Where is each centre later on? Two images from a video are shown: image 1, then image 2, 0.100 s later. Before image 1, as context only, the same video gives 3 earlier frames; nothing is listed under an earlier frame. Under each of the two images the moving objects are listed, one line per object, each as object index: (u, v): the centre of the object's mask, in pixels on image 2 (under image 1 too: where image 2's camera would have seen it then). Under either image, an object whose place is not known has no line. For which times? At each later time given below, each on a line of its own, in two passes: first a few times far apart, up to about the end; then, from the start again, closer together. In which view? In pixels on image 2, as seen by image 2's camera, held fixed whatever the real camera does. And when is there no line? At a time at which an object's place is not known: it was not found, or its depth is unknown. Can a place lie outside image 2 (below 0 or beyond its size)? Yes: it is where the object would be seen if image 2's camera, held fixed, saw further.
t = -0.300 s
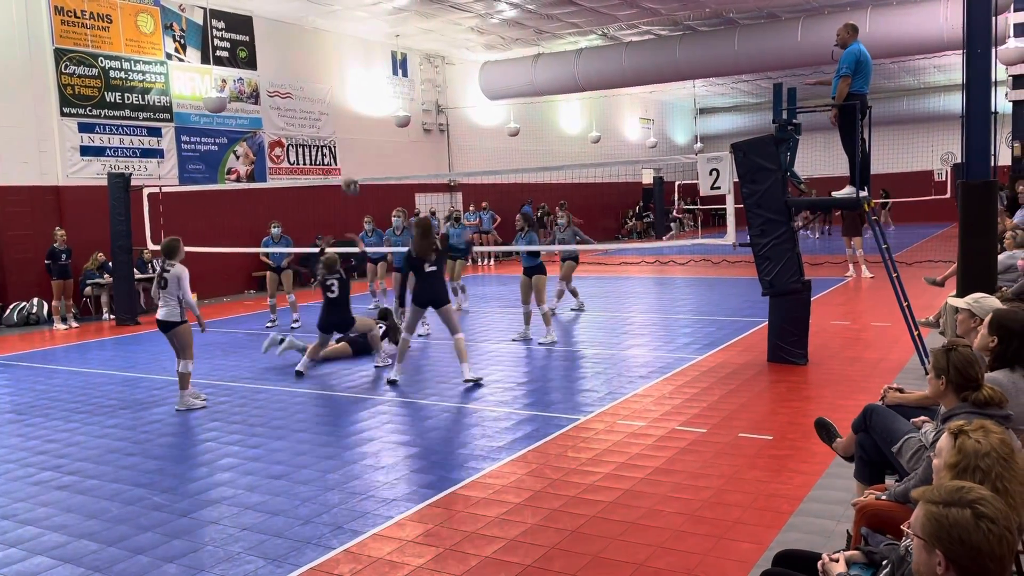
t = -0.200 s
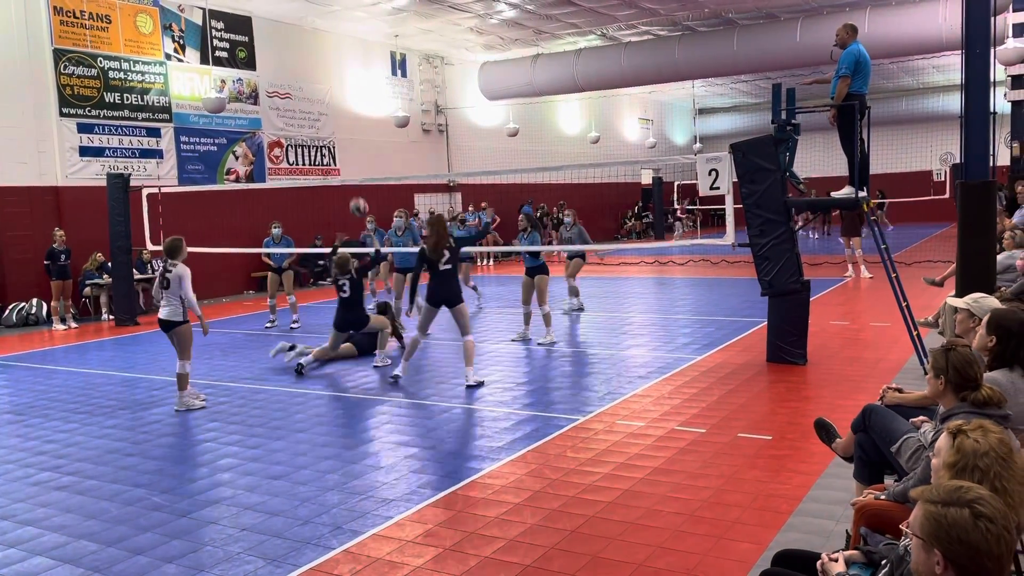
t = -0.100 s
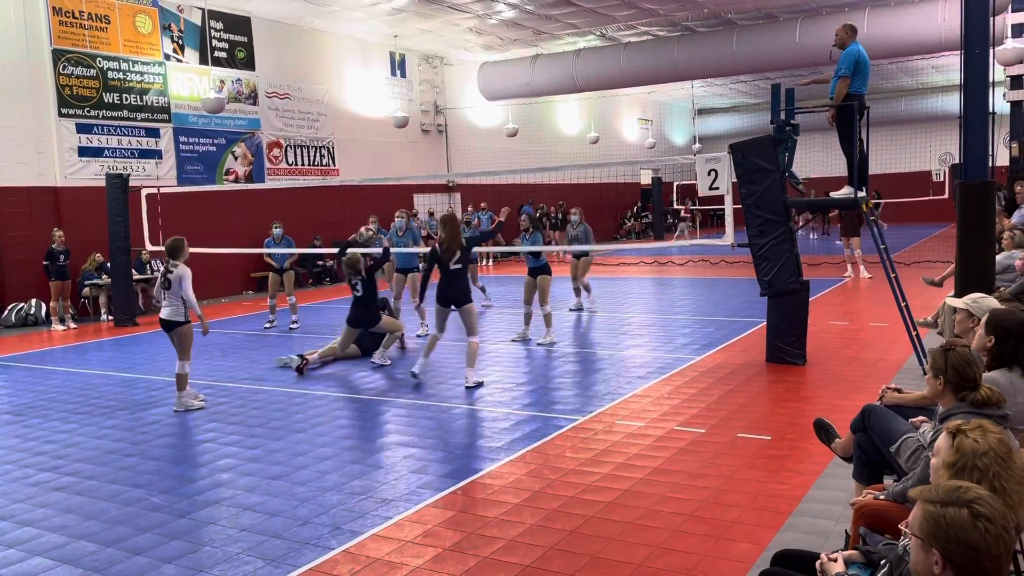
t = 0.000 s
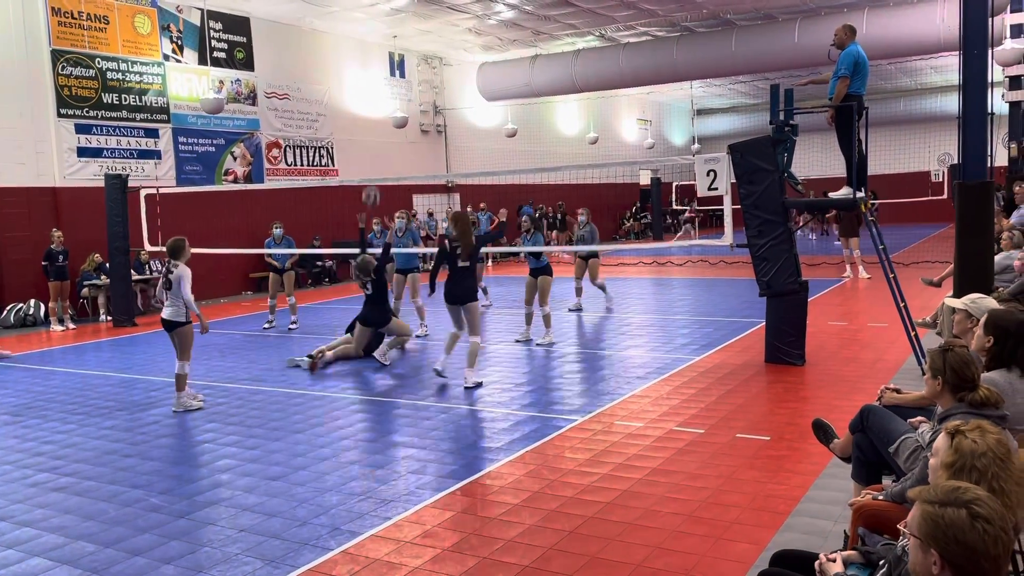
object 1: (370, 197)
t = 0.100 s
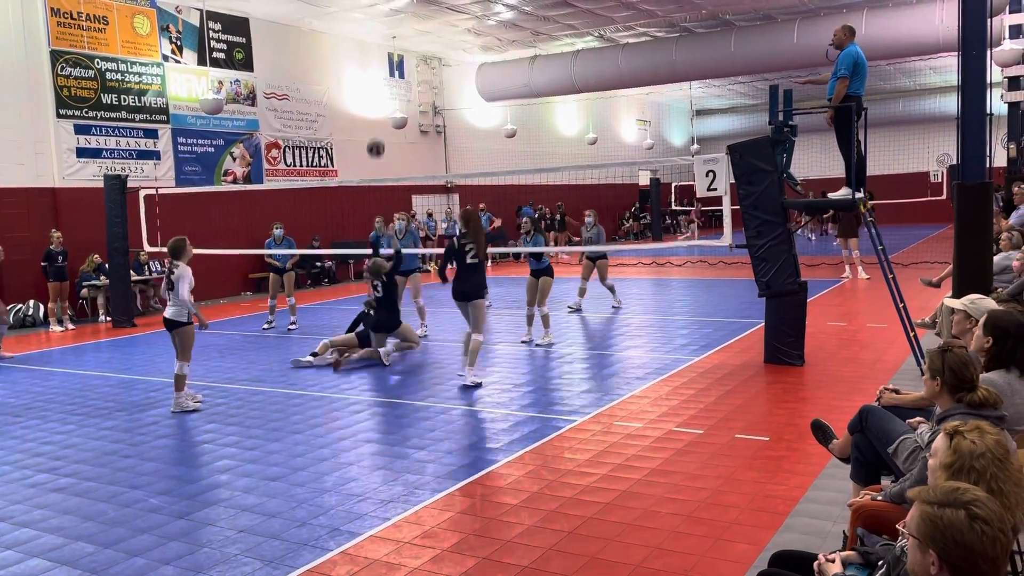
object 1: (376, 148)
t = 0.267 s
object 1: (386, 84)
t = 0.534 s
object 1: (408, 32)
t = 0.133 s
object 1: (377, 133)
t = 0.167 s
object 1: (379, 120)
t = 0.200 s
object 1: (382, 107)
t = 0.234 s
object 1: (384, 95)
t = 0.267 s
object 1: (386, 84)
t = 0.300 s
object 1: (388, 74)
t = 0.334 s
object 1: (390, 65)
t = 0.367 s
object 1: (394, 57)
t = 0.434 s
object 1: (400, 44)
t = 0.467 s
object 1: (402, 39)
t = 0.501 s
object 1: (405, 35)
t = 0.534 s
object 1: (408, 32)
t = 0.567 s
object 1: (411, 30)
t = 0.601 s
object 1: (414, 29)
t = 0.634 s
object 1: (418, 29)
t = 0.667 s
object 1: (421, 31)
